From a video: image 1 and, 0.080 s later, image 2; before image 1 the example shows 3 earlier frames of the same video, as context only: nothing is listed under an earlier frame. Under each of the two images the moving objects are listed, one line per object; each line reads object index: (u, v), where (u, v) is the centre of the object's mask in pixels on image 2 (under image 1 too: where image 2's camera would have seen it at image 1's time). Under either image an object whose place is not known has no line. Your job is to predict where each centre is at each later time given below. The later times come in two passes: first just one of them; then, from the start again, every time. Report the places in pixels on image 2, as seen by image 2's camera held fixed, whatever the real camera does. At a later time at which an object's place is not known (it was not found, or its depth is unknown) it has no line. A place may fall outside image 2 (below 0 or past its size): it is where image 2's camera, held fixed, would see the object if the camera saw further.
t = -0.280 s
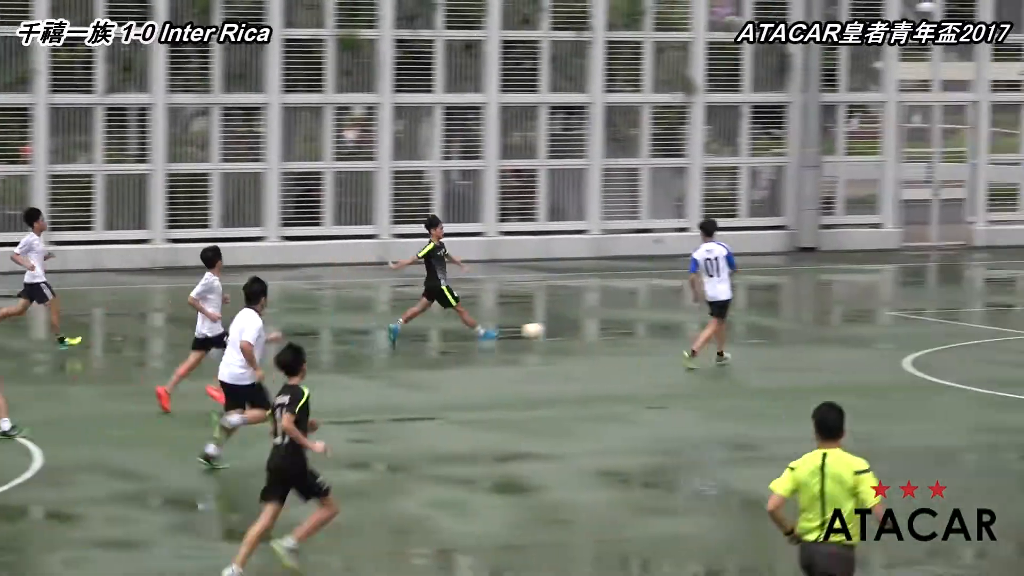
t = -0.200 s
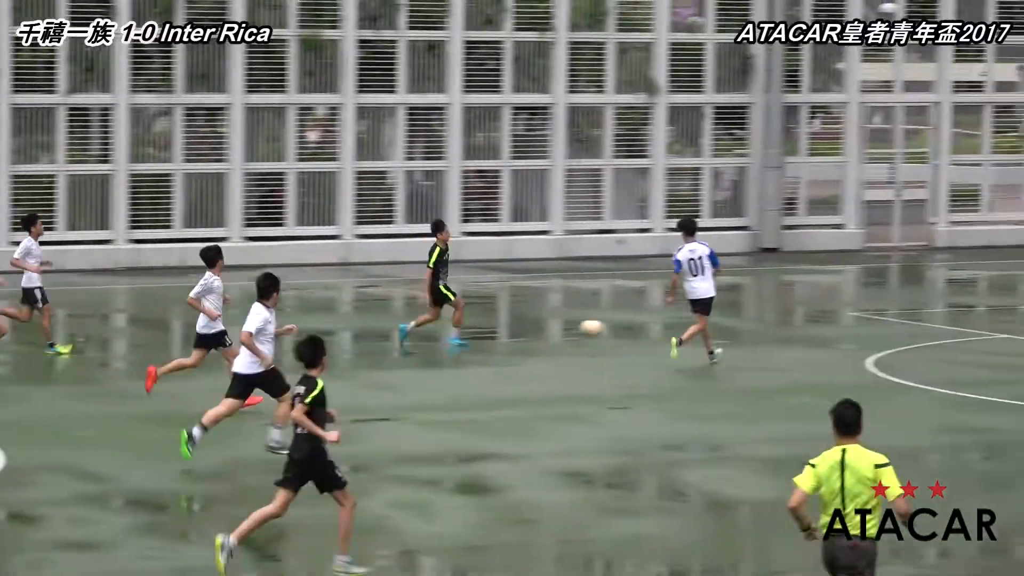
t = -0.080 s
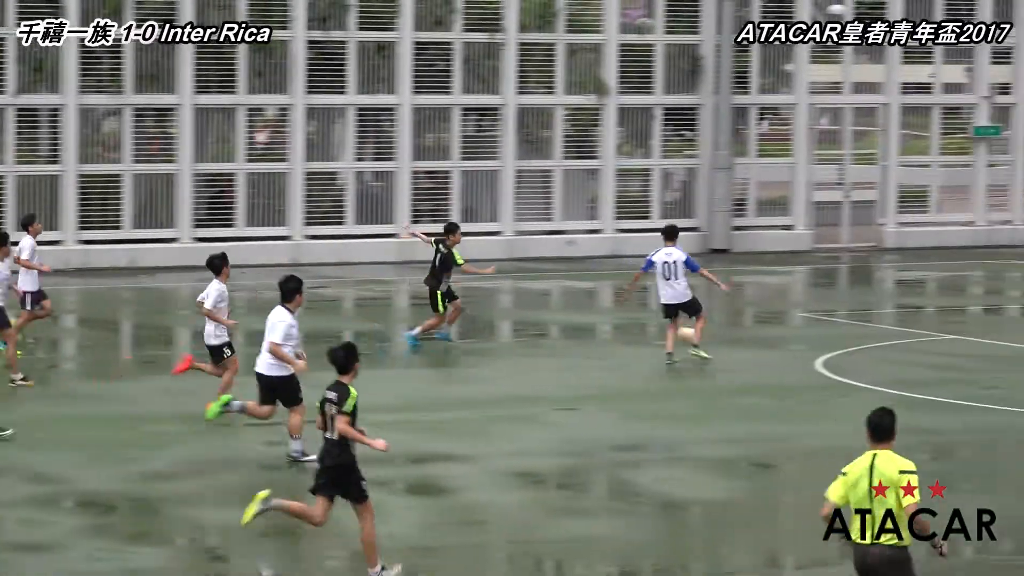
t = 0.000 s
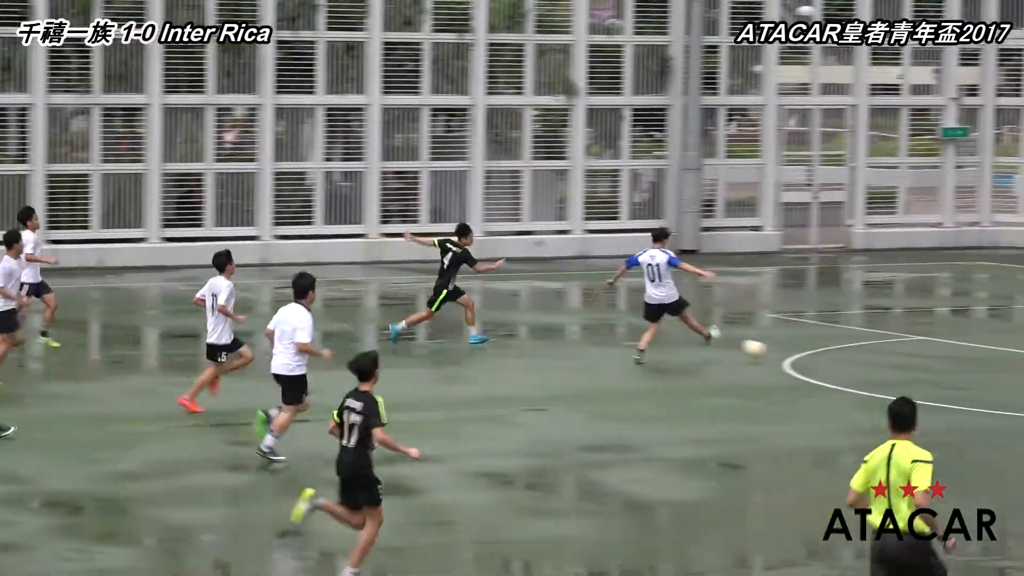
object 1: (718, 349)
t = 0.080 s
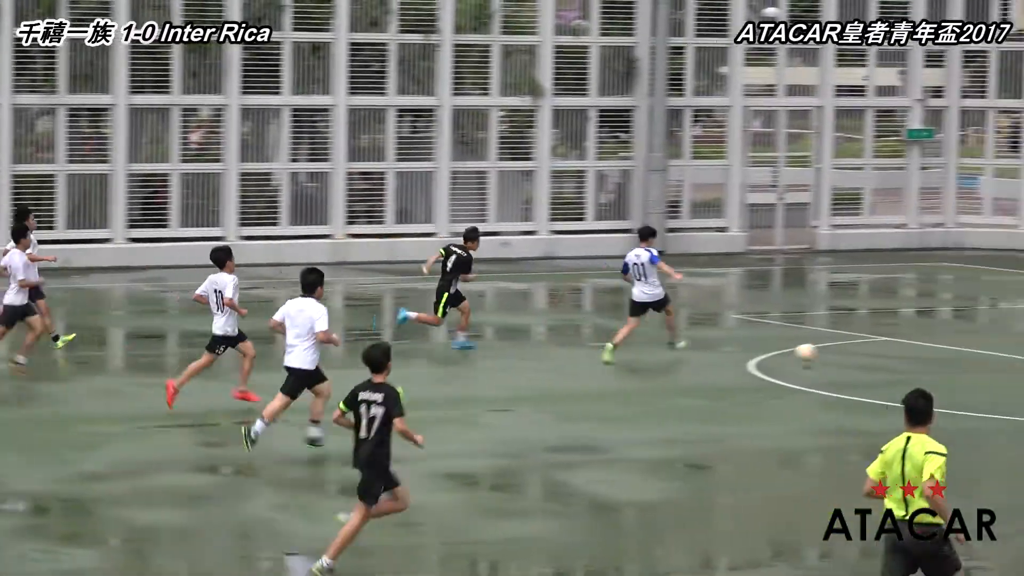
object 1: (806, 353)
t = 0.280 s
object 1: (1009, 356)
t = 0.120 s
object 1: (846, 349)
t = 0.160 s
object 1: (885, 348)
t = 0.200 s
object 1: (926, 348)
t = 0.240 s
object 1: (967, 351)
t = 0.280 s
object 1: (1009, 356)
